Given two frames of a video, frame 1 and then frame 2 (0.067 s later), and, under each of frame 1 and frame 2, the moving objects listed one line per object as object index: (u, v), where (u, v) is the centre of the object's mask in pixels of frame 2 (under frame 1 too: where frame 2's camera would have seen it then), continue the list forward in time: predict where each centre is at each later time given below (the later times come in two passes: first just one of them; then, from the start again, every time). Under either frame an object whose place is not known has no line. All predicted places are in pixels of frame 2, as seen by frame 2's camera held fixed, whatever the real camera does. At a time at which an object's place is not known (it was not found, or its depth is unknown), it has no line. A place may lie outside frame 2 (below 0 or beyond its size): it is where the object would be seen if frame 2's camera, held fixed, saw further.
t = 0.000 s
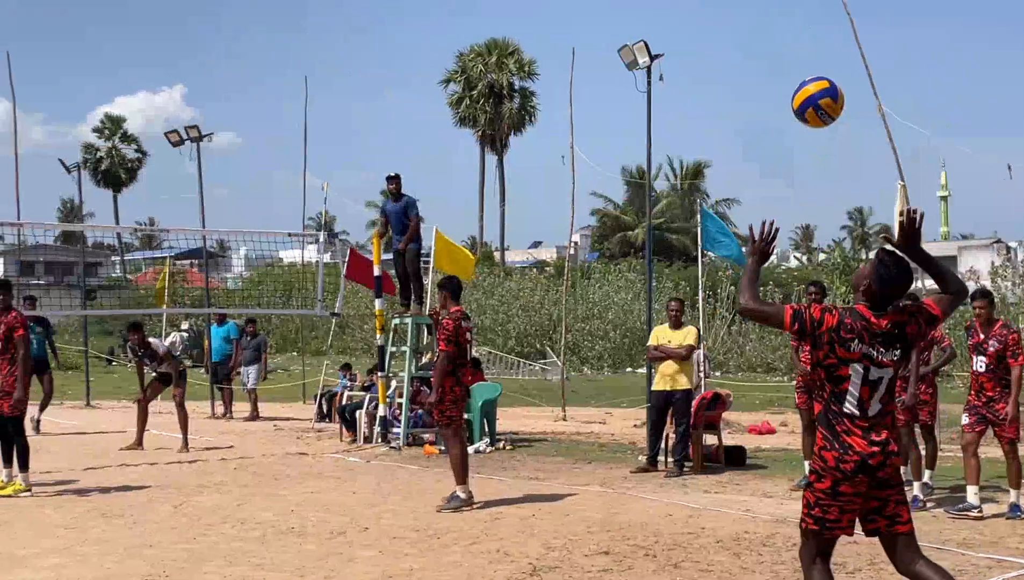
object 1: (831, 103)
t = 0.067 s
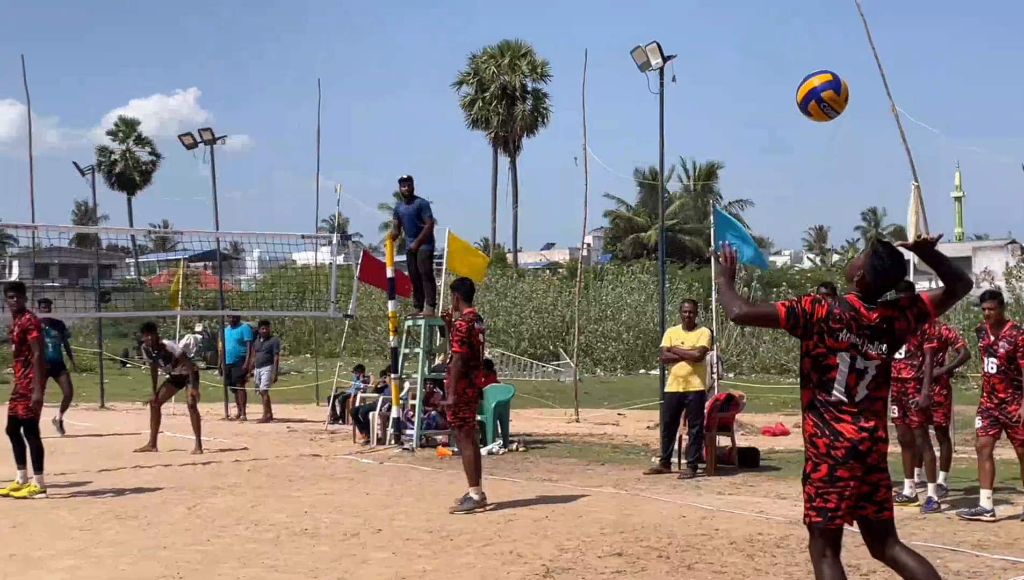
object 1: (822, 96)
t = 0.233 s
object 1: (803, 119)
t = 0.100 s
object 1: (818, 96)
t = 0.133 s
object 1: (816, 98)
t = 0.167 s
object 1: (810, 106)
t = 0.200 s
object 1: (805, 114)
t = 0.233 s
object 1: (803, 119)
